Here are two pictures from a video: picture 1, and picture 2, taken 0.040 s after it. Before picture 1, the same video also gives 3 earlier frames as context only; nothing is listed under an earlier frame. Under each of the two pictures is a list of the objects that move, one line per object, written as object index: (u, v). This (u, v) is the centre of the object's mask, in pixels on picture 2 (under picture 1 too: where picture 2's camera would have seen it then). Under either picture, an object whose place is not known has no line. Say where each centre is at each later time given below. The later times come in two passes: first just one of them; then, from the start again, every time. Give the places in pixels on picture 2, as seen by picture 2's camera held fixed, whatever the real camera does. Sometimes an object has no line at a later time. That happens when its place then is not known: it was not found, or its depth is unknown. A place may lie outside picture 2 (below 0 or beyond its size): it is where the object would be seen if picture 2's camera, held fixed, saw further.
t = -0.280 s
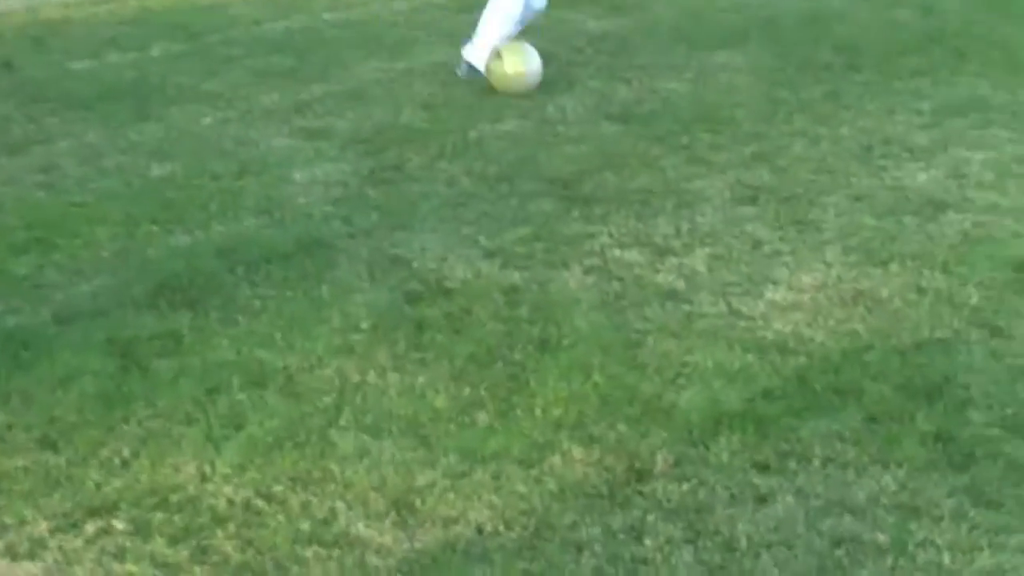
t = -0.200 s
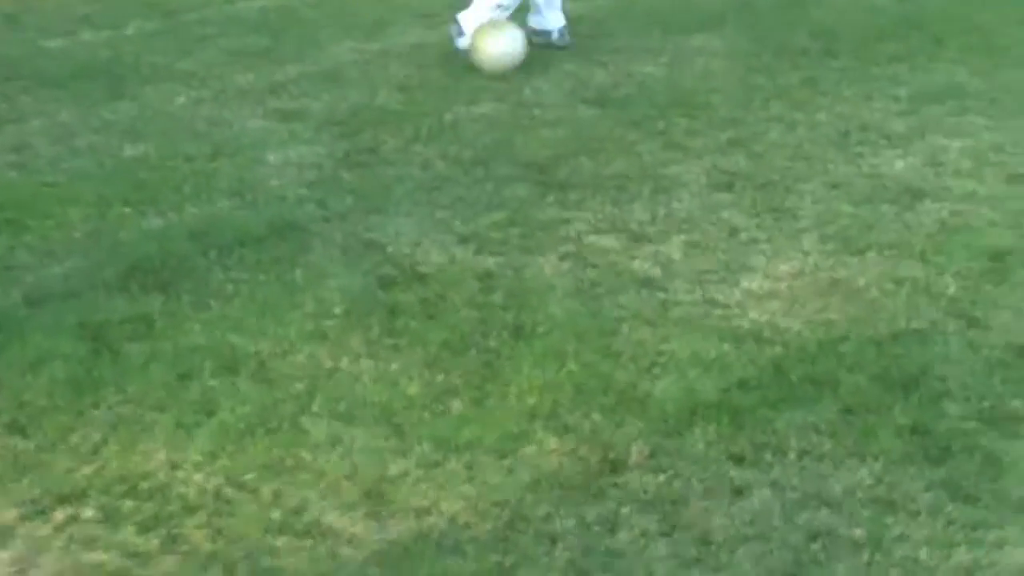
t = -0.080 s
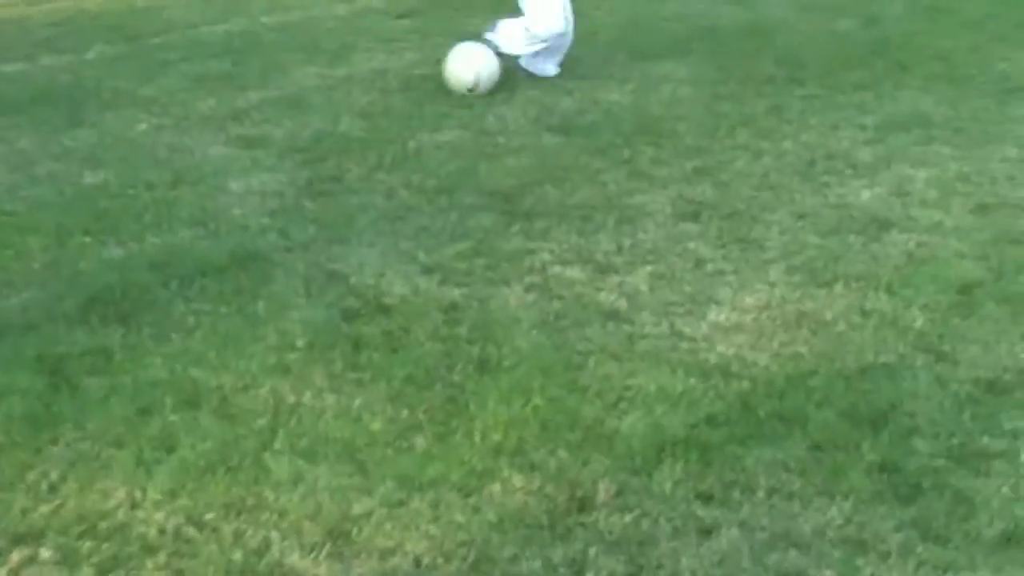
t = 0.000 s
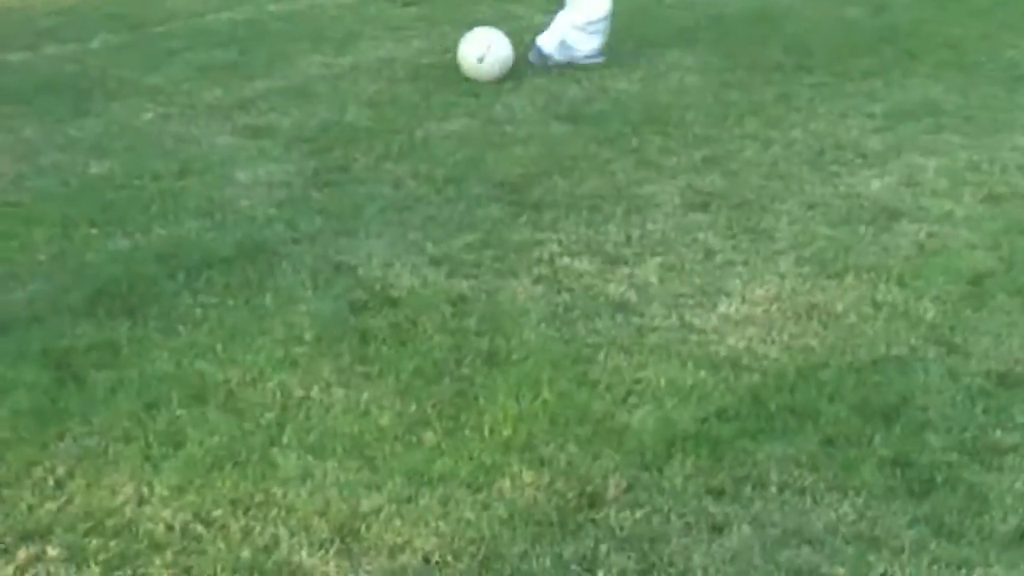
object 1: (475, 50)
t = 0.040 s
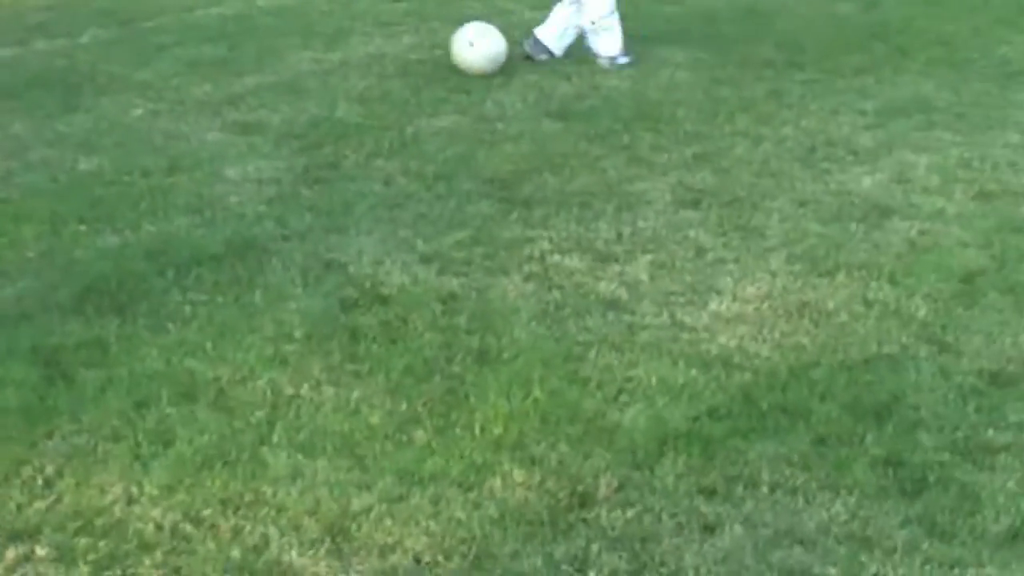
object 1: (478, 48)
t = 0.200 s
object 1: (492, 44)
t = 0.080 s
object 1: (482, 47)
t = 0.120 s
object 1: (485, 46)
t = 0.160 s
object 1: (488, 44)
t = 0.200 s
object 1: (492, 44)
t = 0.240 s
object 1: (496, 43)
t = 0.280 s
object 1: (500, 41)
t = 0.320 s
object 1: (503, 40)
